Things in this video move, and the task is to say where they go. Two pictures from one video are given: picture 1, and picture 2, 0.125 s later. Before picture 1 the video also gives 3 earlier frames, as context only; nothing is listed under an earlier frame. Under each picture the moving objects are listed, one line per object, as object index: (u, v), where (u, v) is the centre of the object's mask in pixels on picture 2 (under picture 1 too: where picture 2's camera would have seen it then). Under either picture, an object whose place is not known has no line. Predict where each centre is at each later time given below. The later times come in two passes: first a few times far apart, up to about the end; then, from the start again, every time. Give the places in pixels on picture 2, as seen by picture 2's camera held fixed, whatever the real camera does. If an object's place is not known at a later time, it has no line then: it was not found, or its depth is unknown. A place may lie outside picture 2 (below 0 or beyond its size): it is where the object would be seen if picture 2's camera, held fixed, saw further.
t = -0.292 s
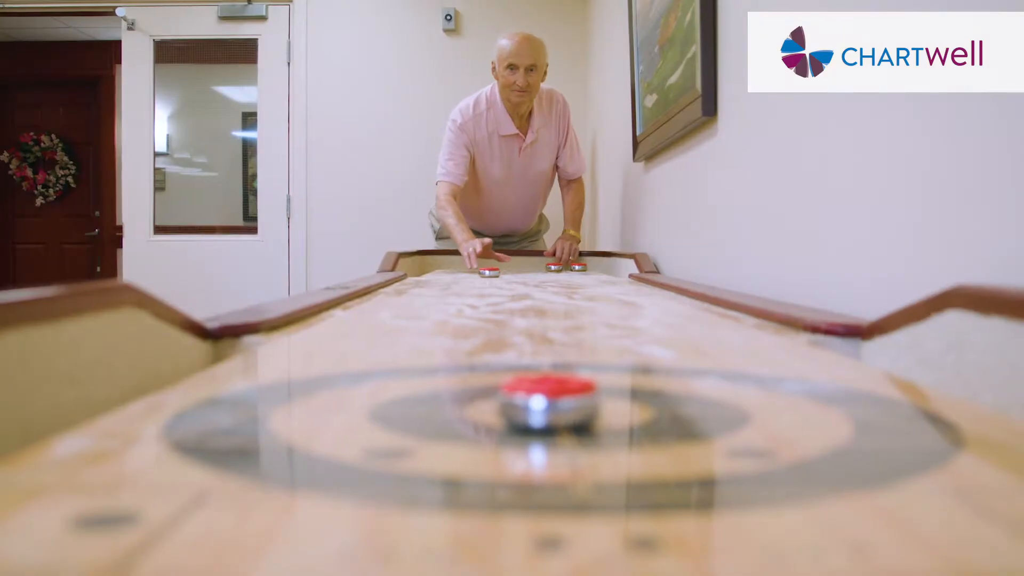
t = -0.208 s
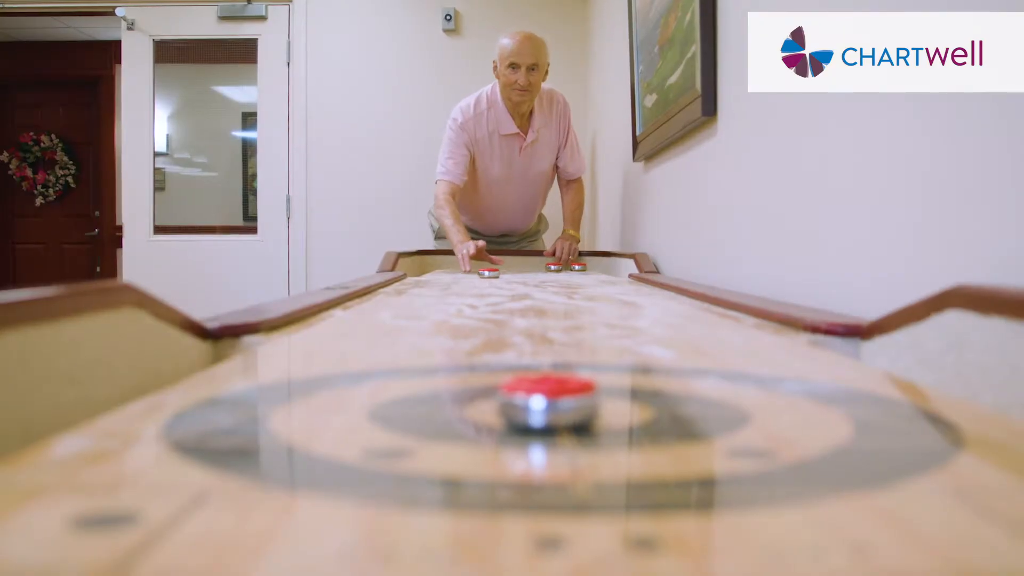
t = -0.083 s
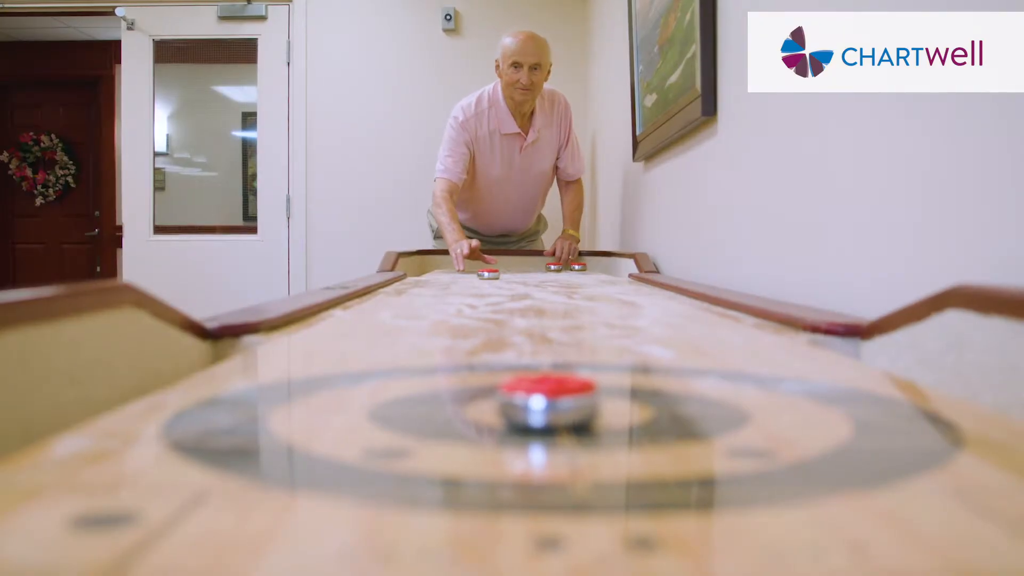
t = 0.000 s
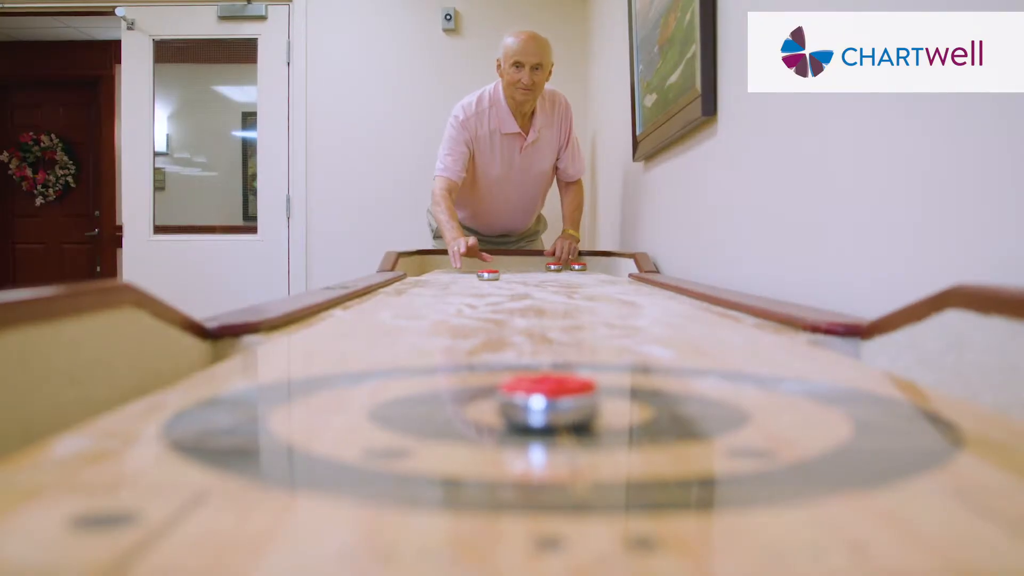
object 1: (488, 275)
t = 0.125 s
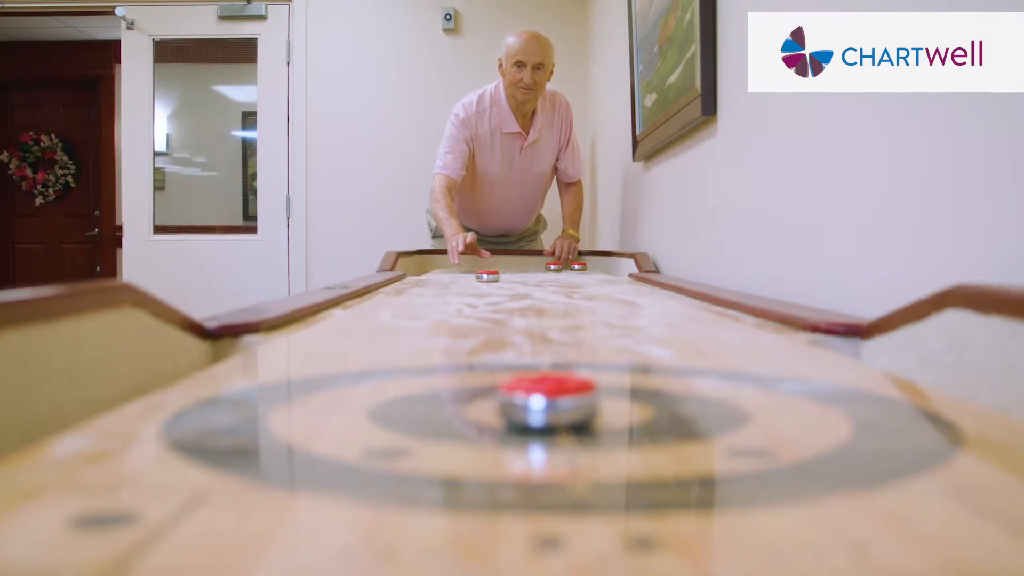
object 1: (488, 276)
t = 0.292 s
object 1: (487, 278)
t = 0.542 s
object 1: (486, 281)
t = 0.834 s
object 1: (484, 285)
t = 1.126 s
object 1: (482, 290)
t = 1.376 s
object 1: (480, 294)
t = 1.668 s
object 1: (477, 301)
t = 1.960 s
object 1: (474, 308)
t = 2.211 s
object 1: (469, 315)
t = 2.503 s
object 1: (464, 324)
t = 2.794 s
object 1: (457, 336)
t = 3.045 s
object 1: (450, 347)
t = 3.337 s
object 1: (440, 363)
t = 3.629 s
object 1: (430, 380)
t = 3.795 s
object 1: (424, 390)
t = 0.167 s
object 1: (487, 276)
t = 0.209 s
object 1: (487, 277)
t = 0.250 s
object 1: (487, 277)
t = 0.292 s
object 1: (487, 278)
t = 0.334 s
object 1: (487, 278)
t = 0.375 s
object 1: (487, 278)
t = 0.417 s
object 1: (486, 279)
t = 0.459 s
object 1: (486, 280)
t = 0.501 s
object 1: (486, 280)
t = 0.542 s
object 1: (486, 281)
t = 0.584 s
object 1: (485, 281)
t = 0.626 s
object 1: (485, 282)
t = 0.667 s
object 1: (485, 282)
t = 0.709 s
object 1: (485, 283)
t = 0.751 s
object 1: (485, 284)
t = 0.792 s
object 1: (484, 284)
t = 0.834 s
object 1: (484, 285)
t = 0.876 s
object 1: (484, 286)
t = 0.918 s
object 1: (483, 286)
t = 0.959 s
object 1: (483, 287)
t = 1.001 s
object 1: (483, 288)
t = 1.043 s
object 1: (483, 288)
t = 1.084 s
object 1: (482, 289)
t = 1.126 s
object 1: (482, 290)
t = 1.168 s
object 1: (482, 290)
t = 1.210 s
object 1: (481, 291)
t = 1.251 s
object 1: (481, 292)
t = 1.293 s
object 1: (481, 293)
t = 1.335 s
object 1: (480, 294)
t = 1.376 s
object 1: (480, 294)
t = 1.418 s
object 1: (479, 295)
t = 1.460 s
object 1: (479, 296)
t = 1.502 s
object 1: (479, 297)
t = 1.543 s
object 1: (478, 298)
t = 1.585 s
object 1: (478, 299)
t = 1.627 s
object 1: (477, 300)
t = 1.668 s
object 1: (477, 301)
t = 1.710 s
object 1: (476, 302)
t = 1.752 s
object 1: (476, 303)
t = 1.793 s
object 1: (475, 304)
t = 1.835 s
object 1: (474, 305)
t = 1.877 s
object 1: (474, 306)
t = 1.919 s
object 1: (474, 307)
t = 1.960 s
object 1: (474, 308)
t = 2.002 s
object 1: (473, 309)
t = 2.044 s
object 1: (472, 310)
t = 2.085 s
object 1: (471, 311)
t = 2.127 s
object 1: (471, 313)
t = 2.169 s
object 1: (470, 314)
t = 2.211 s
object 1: (469, 315)
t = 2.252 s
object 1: (468, 316)
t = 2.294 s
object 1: (468, 317)
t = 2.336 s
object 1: (467, 319)
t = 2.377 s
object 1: (466, 320)
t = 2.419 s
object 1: (465, 321)
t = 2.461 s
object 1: (464, 323)
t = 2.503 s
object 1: (464, 324)
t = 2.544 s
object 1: (463, 326)
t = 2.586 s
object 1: (462, 327)
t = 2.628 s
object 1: (461, 329)
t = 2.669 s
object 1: (460, 330)
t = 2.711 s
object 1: (459, 332)
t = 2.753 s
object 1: (458, 334)
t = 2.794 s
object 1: (457, 336)
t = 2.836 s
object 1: (455, 338)
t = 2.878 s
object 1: (454, 340)
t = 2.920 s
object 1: (453, 341)
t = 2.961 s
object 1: (452, 343)
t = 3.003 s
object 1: (451, 345)
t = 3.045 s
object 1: (450, 347)
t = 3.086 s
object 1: (449, 349)
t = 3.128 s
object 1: (447, 351)
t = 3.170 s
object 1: (446, 354)
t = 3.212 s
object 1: (444, 356)
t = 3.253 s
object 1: (443, 358)
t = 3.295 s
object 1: (442, 361)
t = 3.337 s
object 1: (440, 363)
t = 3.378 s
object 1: (439, 365)
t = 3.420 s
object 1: (437, 367)
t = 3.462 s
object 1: (436, 370)
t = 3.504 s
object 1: (434, 372)
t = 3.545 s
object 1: (433, 375)
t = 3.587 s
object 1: (431, 377)
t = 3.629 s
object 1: (430, 380)
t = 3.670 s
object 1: (428, 383)
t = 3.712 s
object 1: (427, 385)
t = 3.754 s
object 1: (426, 388)
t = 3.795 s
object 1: (424, 390)
